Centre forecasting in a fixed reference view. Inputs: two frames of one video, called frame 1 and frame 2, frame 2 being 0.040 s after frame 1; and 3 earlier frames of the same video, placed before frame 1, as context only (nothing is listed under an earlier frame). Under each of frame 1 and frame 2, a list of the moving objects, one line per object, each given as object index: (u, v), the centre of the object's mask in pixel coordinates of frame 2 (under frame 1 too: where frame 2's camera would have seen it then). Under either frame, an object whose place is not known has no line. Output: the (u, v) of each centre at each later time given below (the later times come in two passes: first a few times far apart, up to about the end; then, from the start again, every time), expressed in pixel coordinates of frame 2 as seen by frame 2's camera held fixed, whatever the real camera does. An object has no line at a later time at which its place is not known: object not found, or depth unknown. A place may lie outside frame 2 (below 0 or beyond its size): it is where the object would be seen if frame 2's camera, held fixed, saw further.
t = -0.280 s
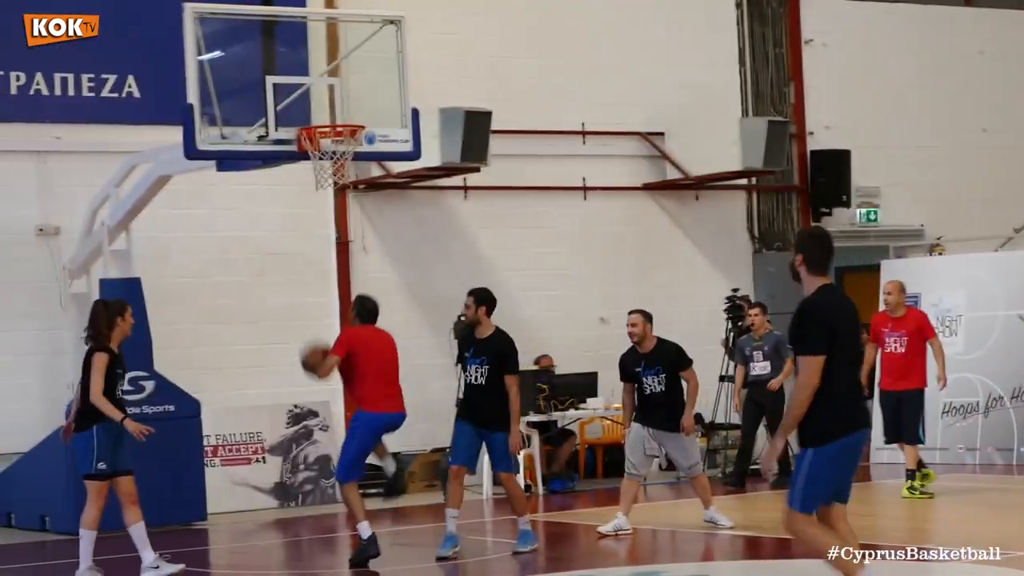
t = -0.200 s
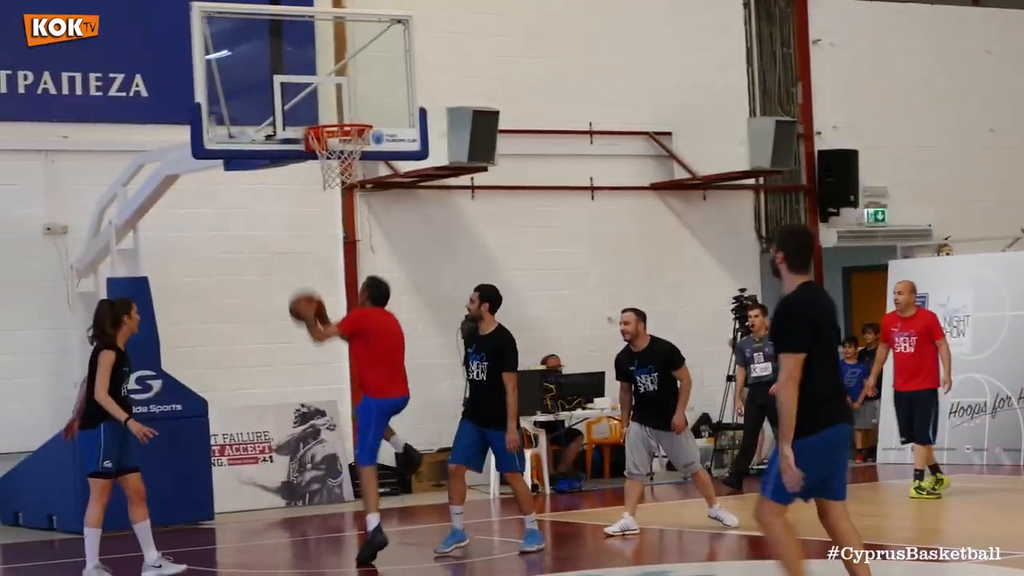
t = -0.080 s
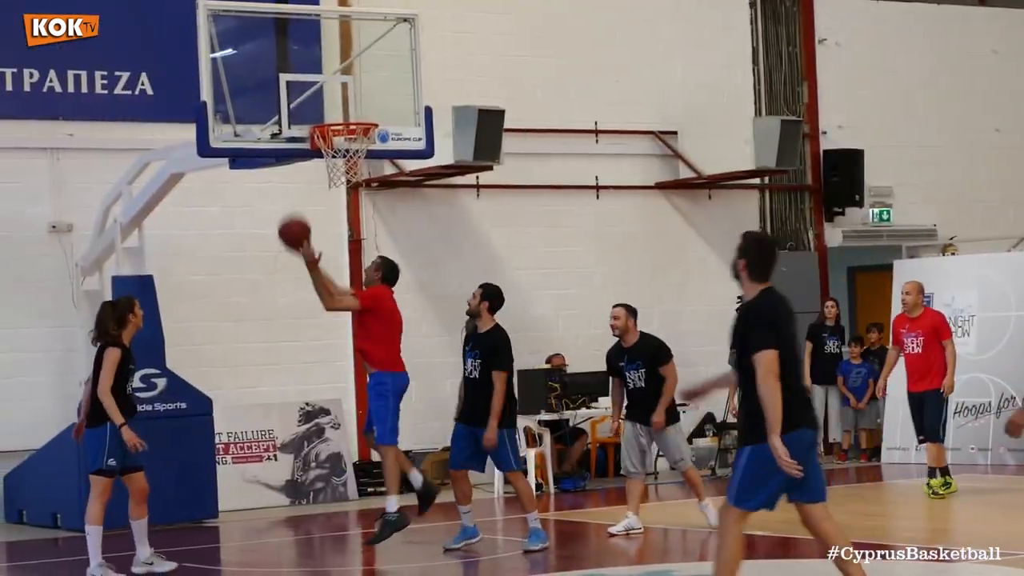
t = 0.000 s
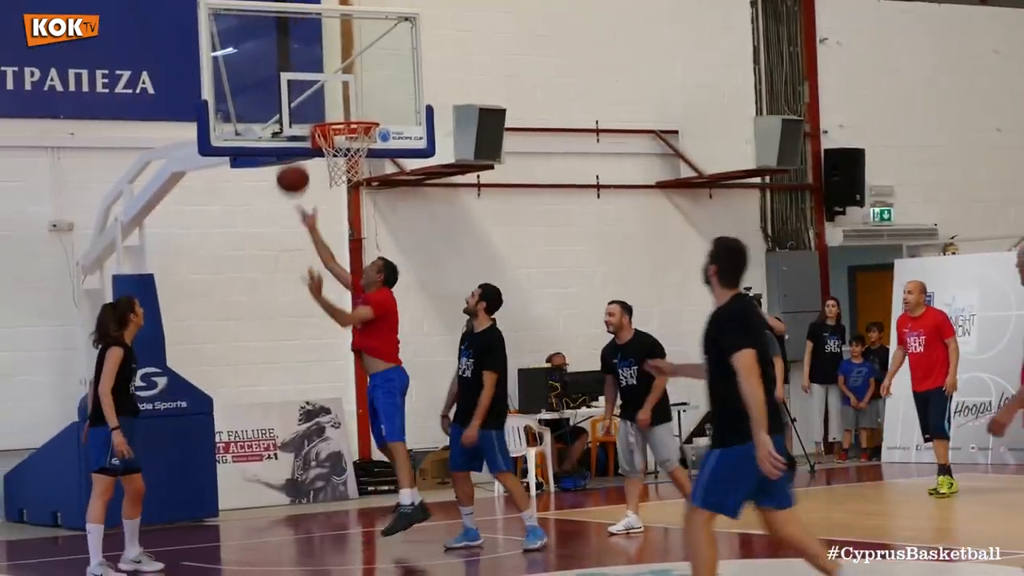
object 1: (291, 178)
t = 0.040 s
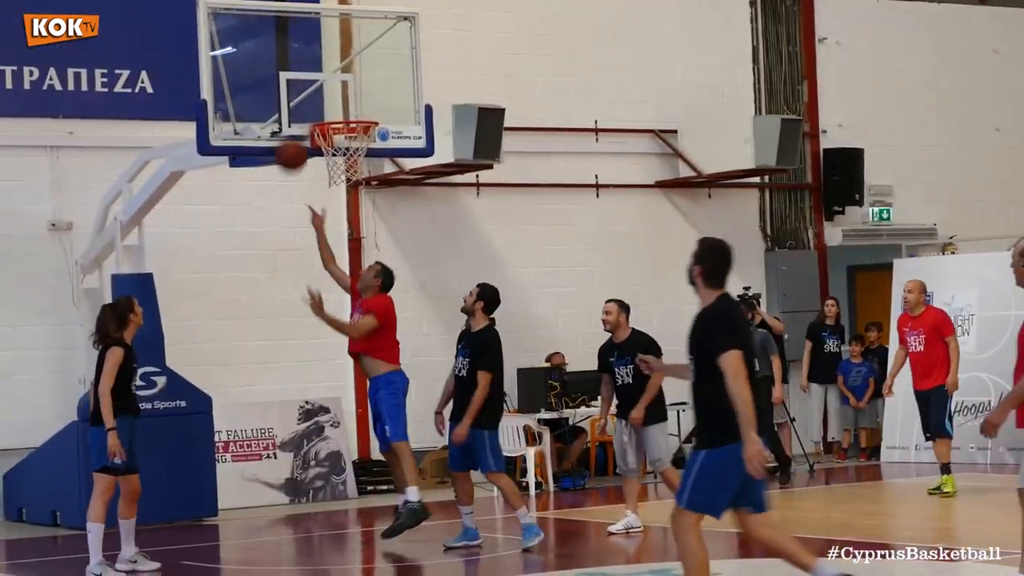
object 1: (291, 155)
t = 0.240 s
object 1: (307, 78)
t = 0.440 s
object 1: (343, 59)
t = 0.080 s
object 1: (290, 135)
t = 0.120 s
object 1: (290, 116)
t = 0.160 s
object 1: (293, 101)
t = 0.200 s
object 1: (300, 88)
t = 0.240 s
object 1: (307, 78)
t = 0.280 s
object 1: (314, 70)
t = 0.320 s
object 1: (321, 64)
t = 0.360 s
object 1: (328, 61)
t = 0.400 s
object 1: (336, 59)
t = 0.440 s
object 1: (343, 59)
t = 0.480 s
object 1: (350, 62)
